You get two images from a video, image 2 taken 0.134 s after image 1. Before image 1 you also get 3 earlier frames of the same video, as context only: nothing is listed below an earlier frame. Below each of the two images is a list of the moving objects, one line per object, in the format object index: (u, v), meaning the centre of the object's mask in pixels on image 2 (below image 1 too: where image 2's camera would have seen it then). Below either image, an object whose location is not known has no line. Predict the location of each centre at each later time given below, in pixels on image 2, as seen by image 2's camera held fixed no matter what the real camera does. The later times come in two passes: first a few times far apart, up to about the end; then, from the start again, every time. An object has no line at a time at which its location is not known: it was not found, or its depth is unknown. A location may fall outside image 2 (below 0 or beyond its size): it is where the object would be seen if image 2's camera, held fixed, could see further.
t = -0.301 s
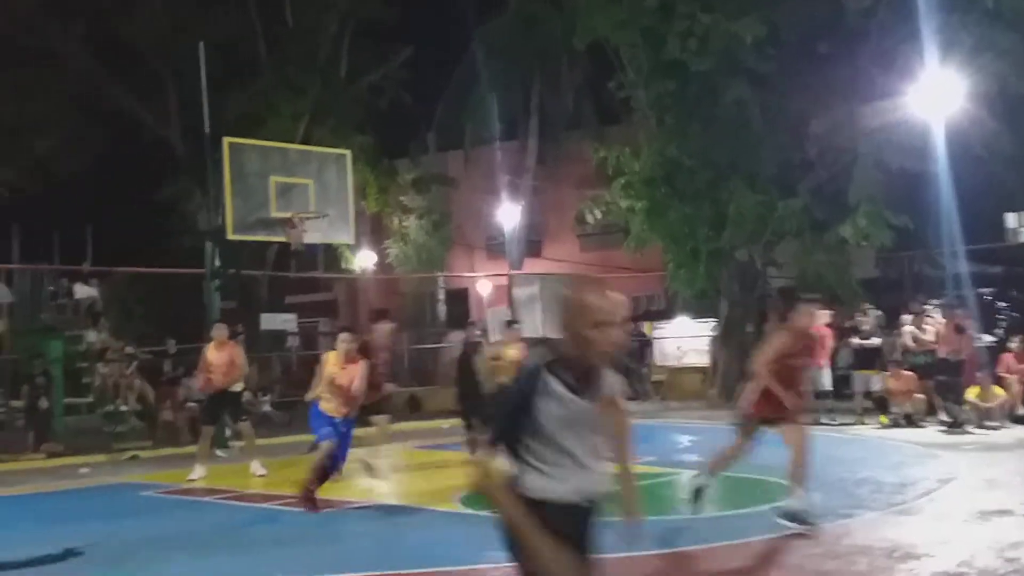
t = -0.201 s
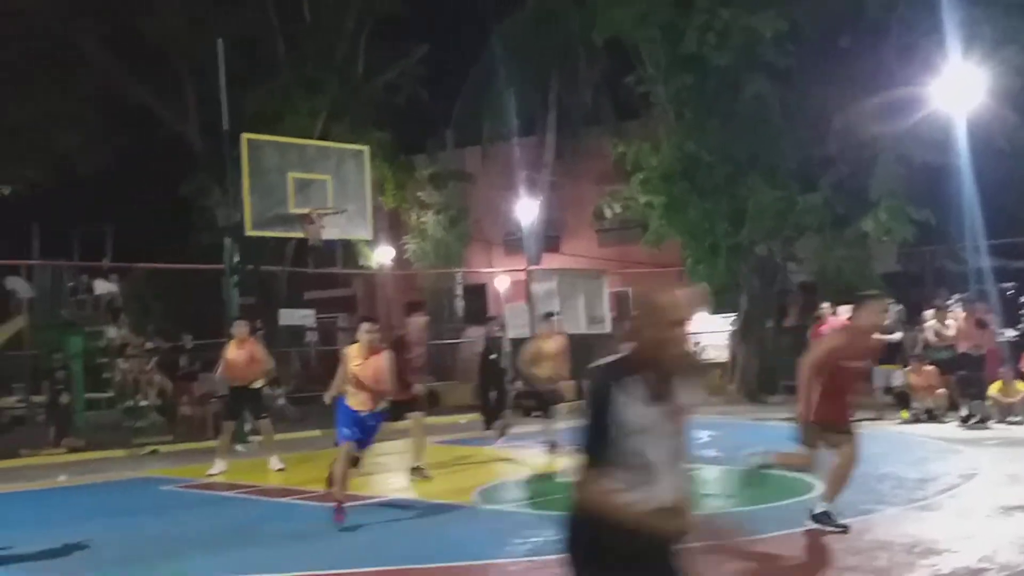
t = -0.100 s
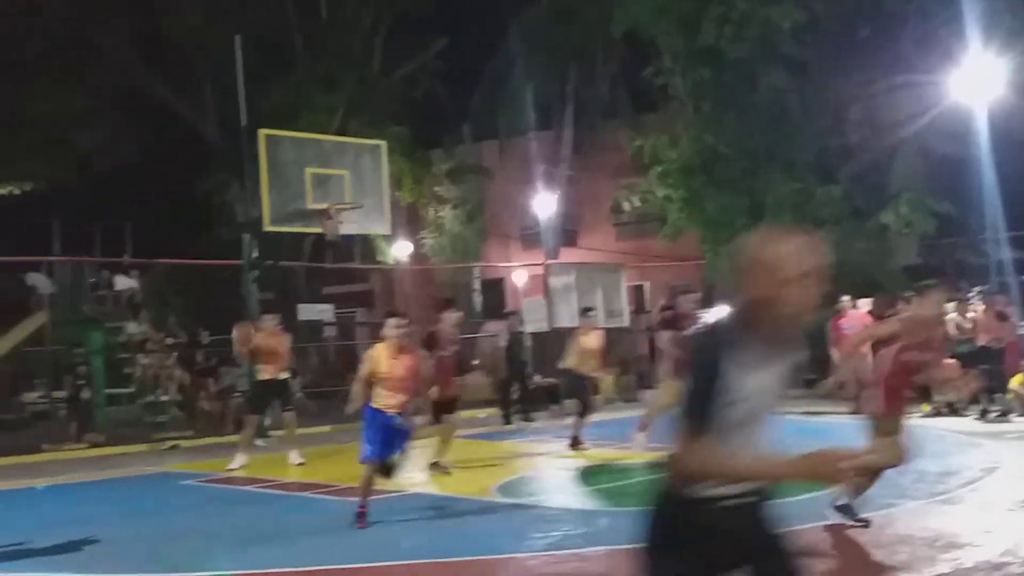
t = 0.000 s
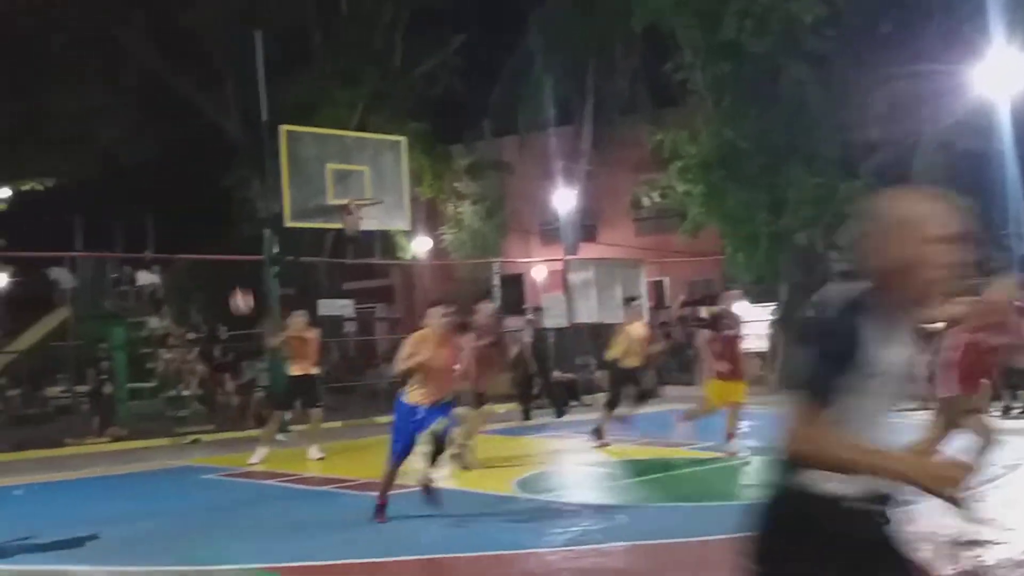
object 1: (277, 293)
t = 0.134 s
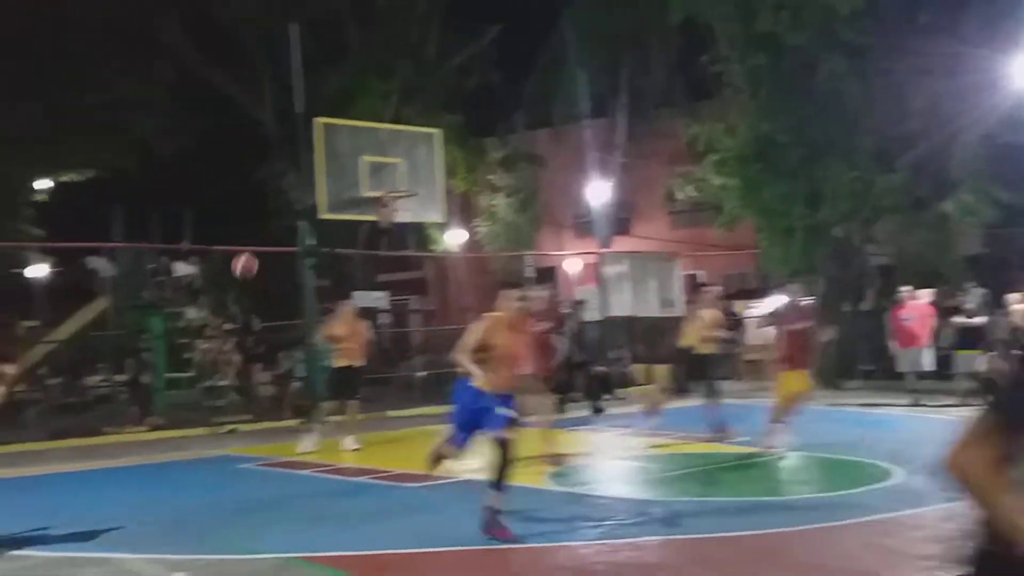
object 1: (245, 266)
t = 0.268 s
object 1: (207, 253)
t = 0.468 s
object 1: (140, 270)
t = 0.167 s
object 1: (236, 261)
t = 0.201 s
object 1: (226, 257)
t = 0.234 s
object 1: (217, 254)
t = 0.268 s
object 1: (207, 253)
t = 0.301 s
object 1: (197, 252)
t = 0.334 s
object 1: (187, 252)
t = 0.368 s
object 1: (176, 254)
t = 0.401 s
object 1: (163, 257)
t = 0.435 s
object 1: (152, 263)
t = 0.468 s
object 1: (140, 270)
